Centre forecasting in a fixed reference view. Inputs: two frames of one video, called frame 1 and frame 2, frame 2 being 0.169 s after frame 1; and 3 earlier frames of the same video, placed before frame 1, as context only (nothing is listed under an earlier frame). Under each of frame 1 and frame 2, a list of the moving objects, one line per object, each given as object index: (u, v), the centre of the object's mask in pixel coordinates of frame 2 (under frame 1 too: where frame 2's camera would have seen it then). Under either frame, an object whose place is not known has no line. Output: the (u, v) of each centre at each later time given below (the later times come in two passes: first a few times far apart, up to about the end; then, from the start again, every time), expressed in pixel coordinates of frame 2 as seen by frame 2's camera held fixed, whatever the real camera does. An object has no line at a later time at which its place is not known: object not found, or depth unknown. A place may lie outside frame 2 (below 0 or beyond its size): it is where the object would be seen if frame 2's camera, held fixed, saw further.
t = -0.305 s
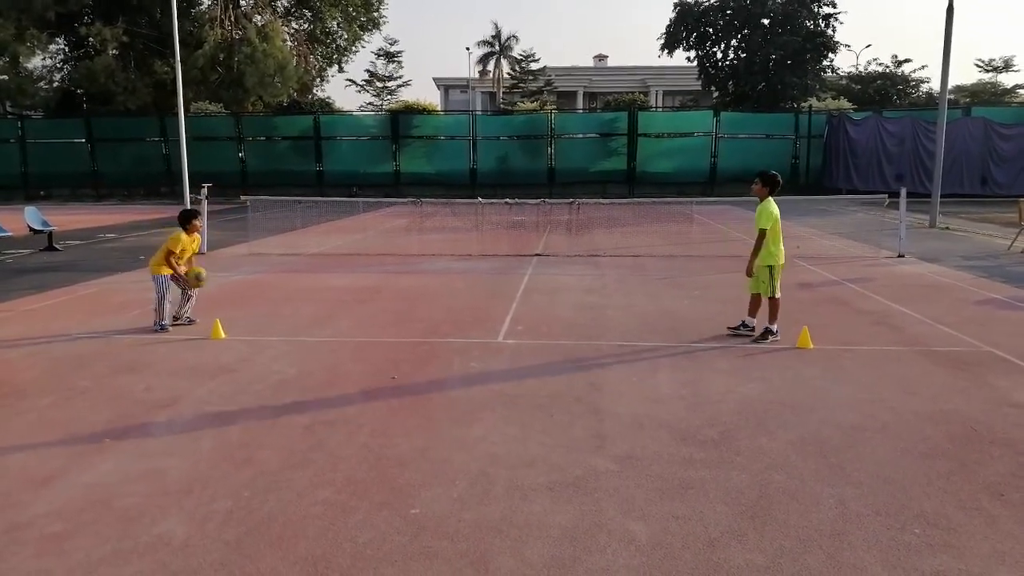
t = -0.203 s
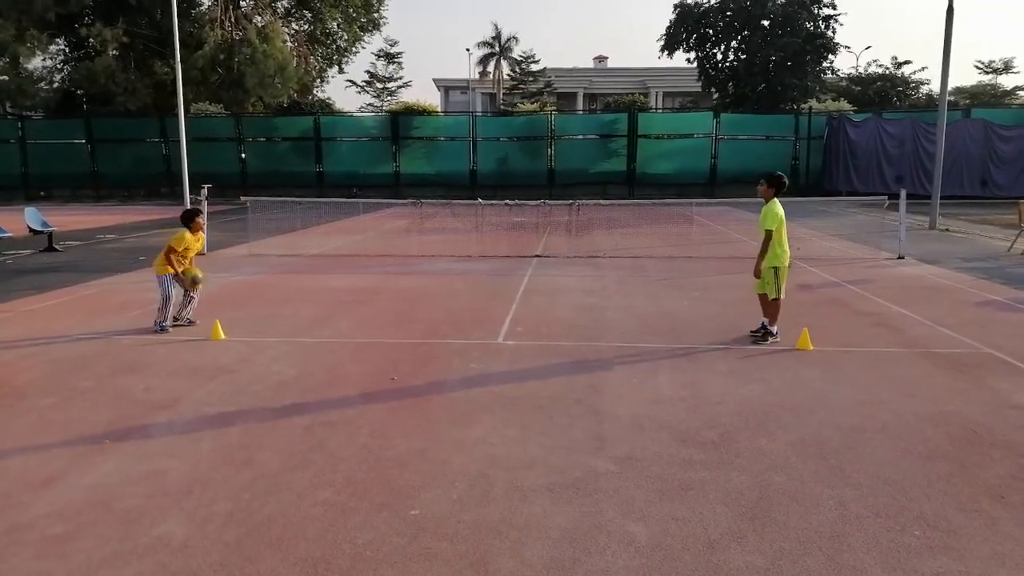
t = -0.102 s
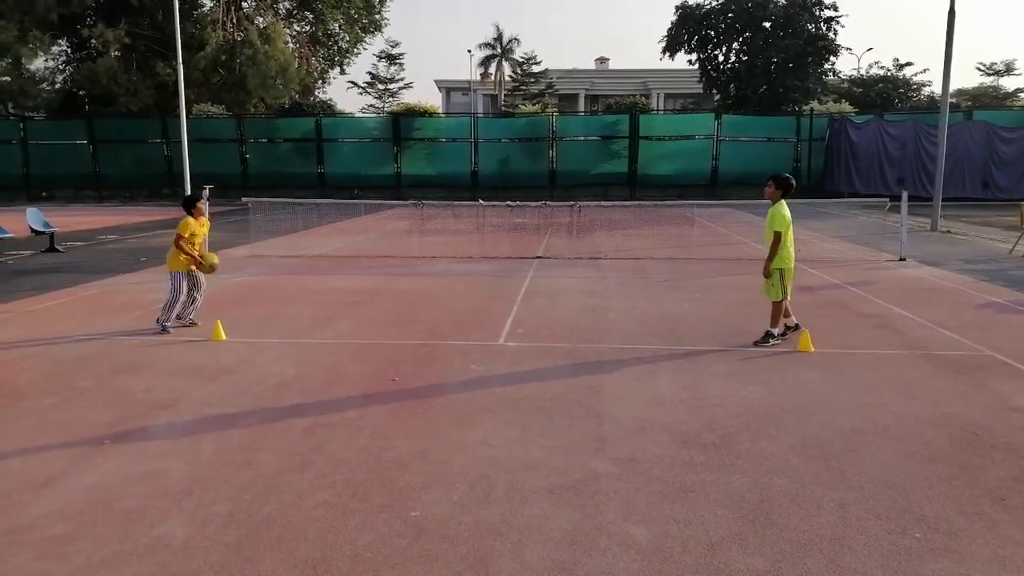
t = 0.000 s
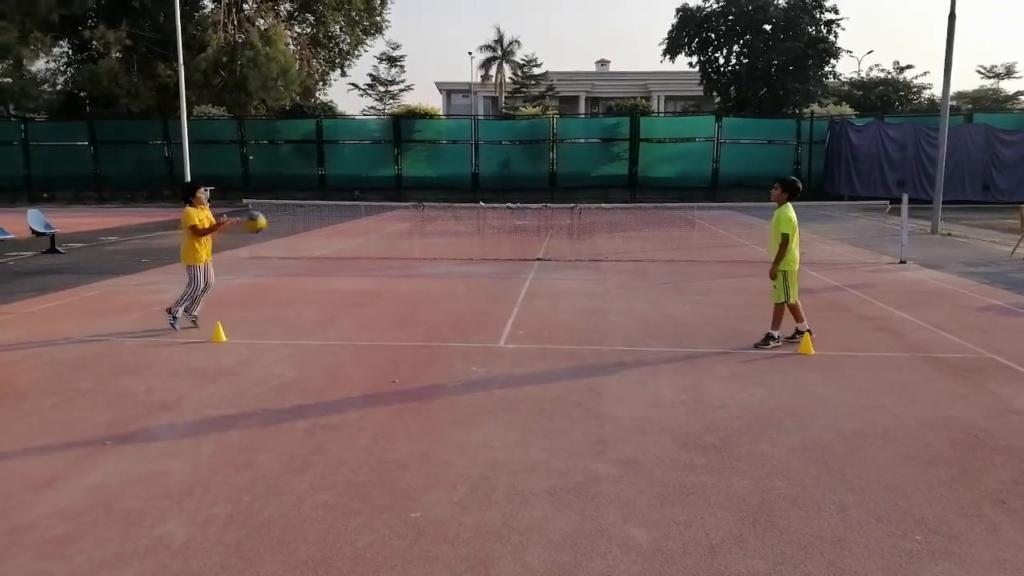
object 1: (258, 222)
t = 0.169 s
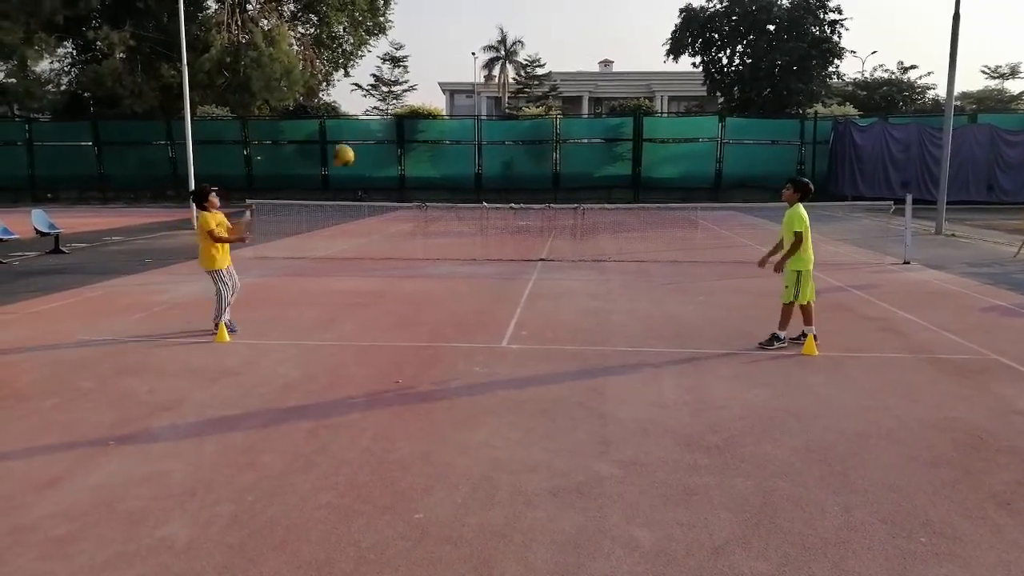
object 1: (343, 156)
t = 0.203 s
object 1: (359, 145)
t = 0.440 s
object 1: (478, 103)
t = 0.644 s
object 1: (583, 117)
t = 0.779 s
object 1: (651, 149)
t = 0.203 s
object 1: (359, 145)
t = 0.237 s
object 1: (376, 136)
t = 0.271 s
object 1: (392, 128)
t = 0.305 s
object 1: (409, 121)
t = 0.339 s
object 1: (425, 114)
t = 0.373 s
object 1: (443, 109)
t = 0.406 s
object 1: (461, 105)
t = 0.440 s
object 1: (478, 103)
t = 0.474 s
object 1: (496, 102)
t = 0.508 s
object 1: (515, 102)
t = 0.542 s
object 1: (532, 105)
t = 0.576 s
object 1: (549, 107)
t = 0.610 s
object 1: (566, 112)
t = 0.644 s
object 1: (583, 117)
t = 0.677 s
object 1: (599, 124)
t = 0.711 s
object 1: (616, 131)
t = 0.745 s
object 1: (633, 140)
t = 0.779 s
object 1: (651, 149)
